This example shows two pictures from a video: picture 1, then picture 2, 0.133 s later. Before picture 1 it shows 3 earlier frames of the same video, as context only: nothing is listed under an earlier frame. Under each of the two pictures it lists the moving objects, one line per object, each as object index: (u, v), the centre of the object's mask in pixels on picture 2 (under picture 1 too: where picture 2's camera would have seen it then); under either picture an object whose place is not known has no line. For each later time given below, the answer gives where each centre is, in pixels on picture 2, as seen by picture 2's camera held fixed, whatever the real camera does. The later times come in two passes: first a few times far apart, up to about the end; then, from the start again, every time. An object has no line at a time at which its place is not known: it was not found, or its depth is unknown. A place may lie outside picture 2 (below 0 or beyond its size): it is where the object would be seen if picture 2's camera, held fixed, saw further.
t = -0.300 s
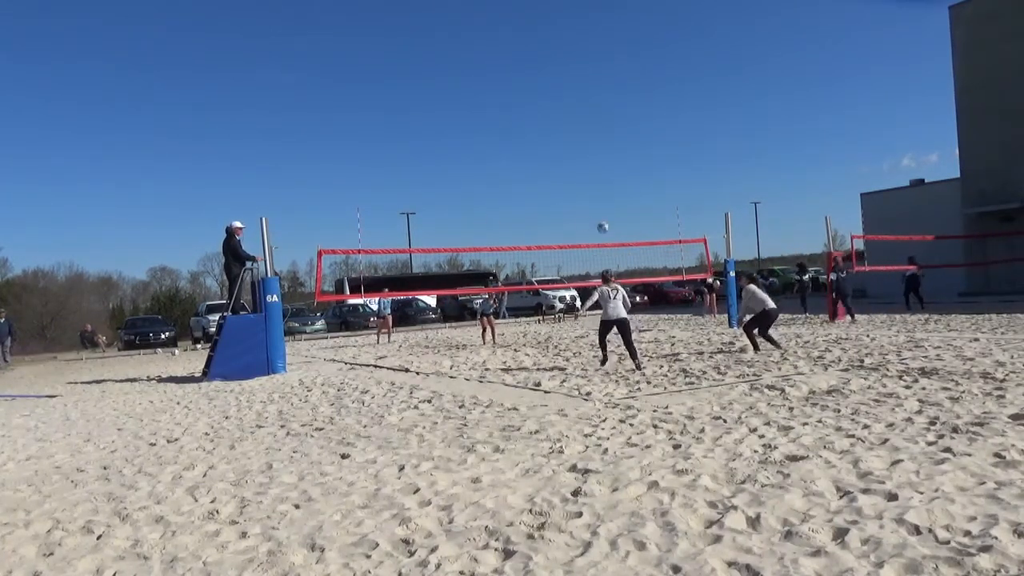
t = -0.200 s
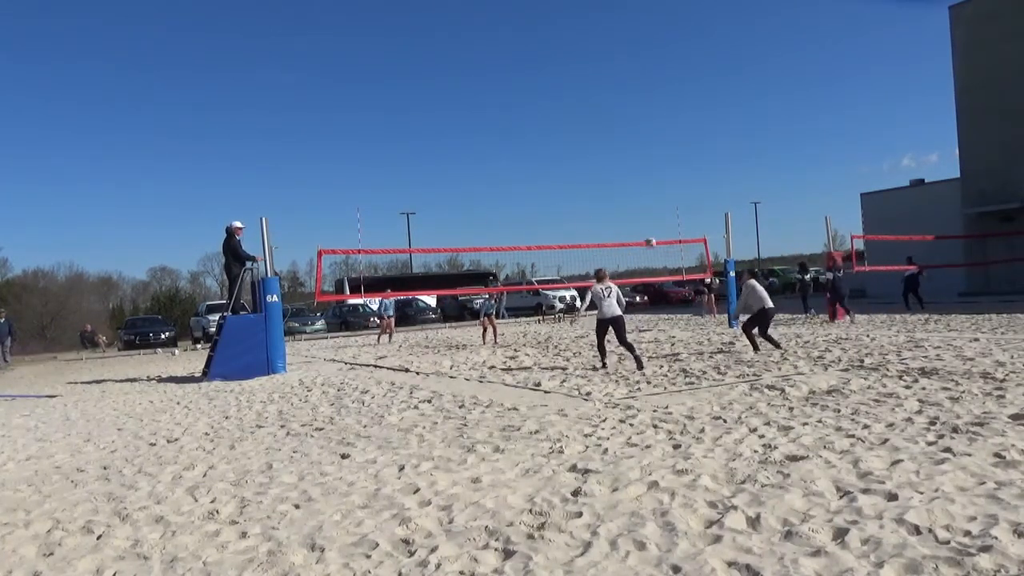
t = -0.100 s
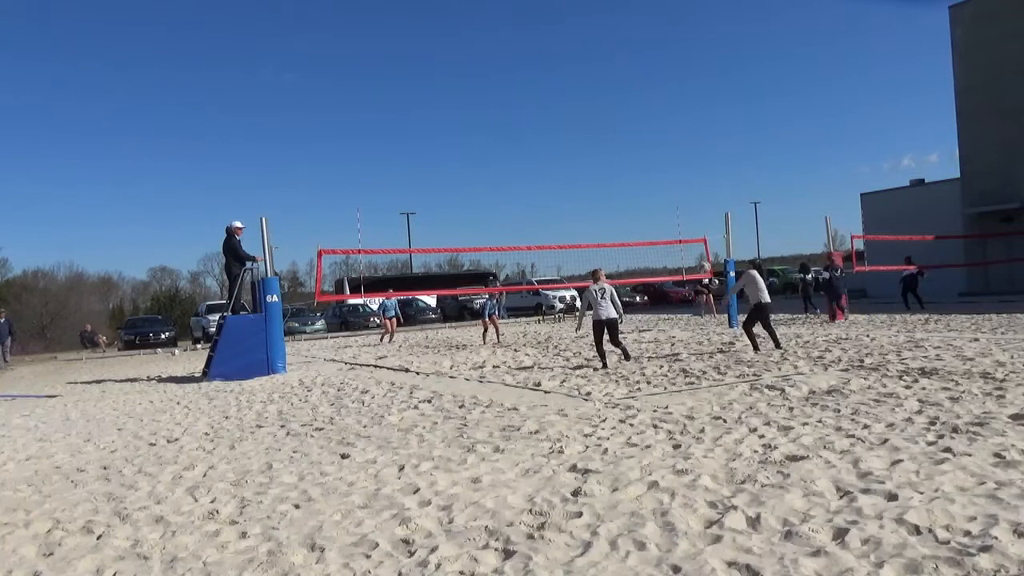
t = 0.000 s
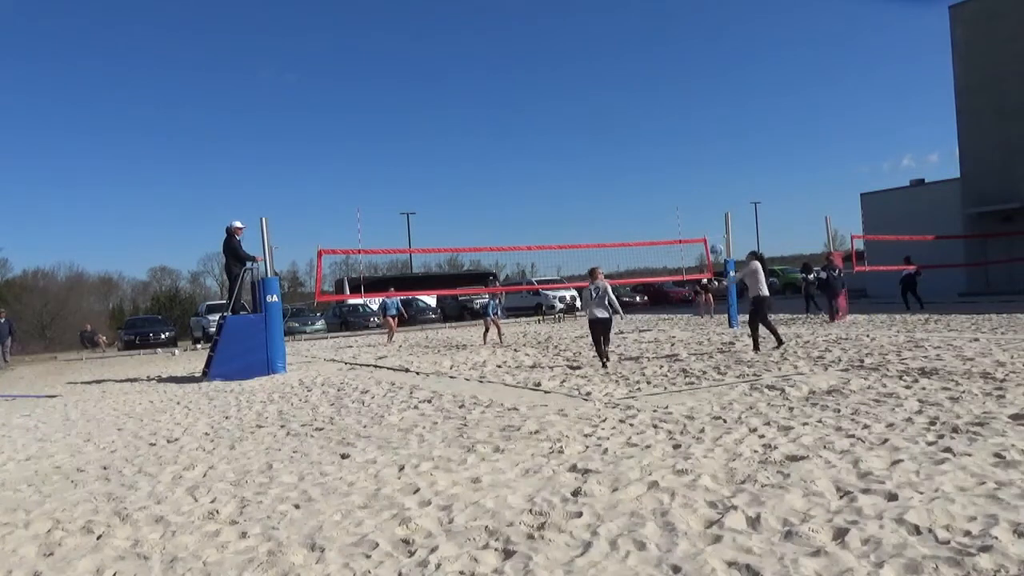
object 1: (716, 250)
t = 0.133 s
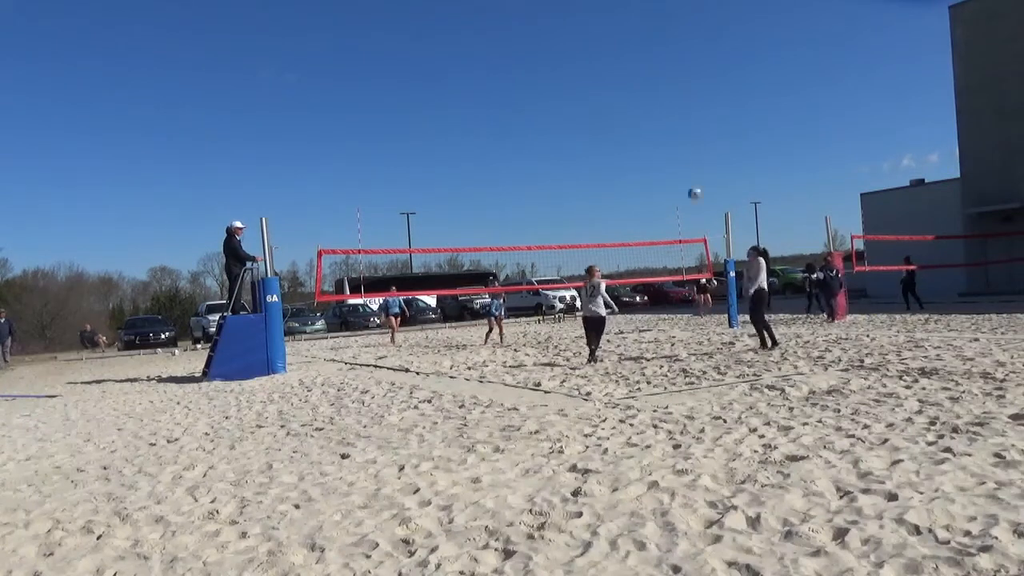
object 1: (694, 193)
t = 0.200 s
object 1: (683, 169)
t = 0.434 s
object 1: (650, 108)
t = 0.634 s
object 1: (625, 80)
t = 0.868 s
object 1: (600, 77)
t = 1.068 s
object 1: (582, 98)
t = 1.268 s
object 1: (566, 139)
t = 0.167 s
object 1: (689, 181)
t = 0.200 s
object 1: (683, 169)
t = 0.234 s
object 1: (678, 158)
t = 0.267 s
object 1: (673, 147)
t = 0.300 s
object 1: (669, 138)
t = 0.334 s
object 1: (664, 129)
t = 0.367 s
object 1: (659, 121)
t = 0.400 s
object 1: (655, 113)
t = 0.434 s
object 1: (650, 108)
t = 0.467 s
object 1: (646, 101)
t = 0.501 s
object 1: (641, 95)
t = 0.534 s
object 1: (637, 91)
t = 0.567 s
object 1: (633, 86)
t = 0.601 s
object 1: (629, 83)
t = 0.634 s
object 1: (625, 80)
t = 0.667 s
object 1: (621, 78)
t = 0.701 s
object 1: (618, 77)
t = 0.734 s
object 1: (614, 75)
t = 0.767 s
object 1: (610, 74)
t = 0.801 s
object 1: (607, 75)
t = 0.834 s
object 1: (603, 76)
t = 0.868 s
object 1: (600, 77)
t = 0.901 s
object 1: (597, 79)
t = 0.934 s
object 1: (594, 82)
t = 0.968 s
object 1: (590, 85)
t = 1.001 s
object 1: (587, 89)
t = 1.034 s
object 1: (585, 93)
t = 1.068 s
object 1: (582, 98)
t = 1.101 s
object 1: (579, 104)
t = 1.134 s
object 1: (576, 109)
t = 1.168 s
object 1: (573, 116)
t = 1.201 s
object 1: (571, 123)
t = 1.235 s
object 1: (569, 131)
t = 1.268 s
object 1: (566, 139)
